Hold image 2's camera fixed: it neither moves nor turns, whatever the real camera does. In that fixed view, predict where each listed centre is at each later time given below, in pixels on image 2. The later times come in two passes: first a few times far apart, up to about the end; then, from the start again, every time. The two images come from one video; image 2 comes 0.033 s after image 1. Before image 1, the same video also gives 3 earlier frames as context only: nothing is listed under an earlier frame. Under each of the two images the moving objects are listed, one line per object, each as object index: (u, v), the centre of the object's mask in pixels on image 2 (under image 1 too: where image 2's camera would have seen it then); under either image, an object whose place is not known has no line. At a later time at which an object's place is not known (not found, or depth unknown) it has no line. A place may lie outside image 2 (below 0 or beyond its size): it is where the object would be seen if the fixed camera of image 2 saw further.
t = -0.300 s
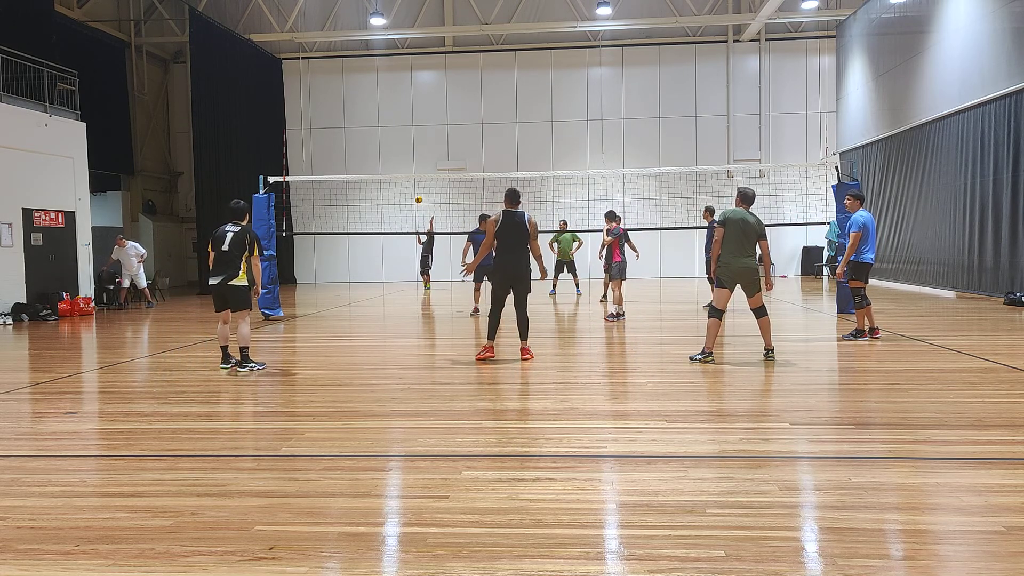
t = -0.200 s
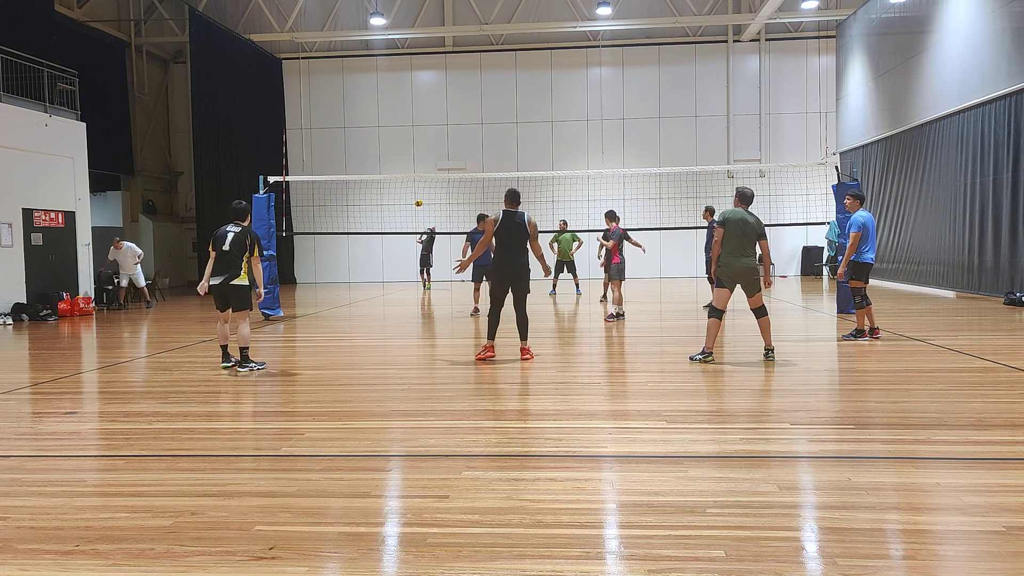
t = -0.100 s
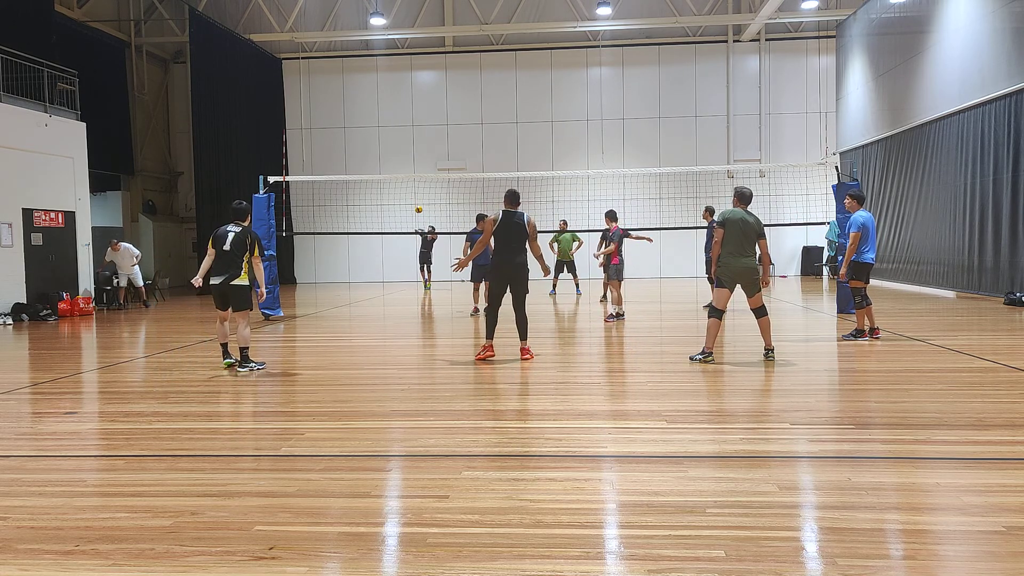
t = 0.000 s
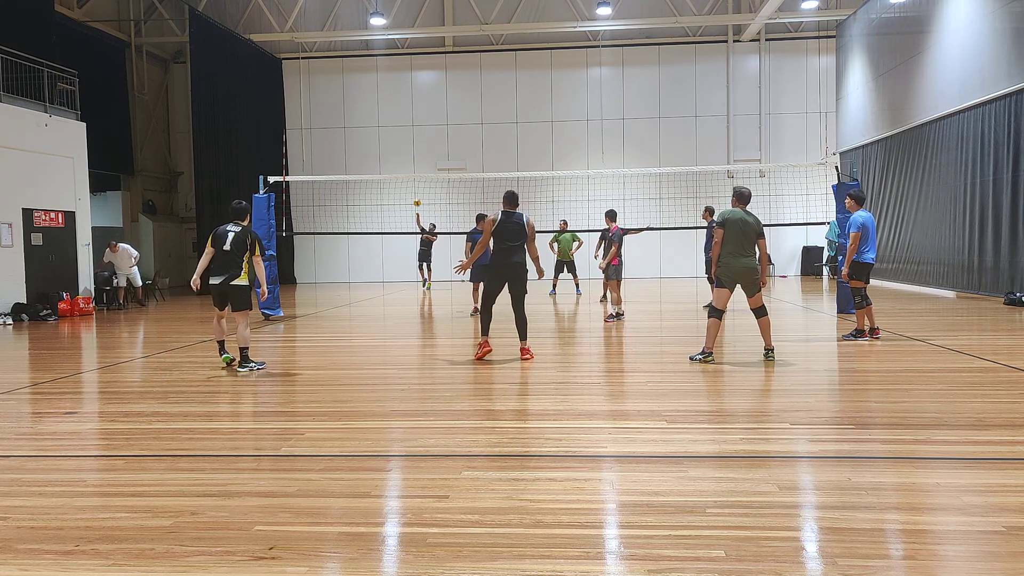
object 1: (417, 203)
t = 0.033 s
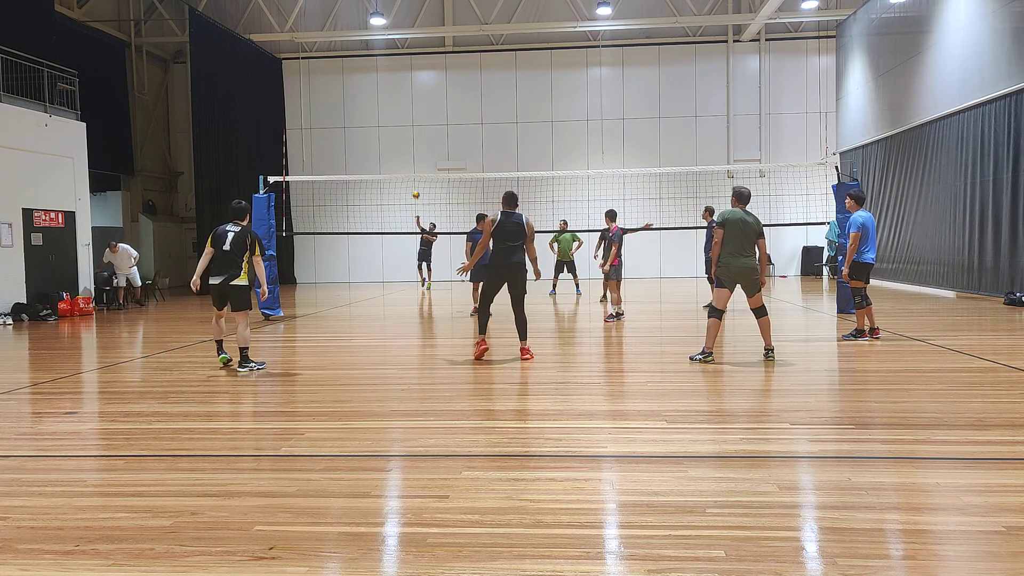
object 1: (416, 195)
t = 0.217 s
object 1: (409, 156)
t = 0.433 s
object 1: (395, 122)
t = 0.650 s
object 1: (377, 106)
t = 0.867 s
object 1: (356, 115)
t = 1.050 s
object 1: (335, 154)
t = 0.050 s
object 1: (415, 191)
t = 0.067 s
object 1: (415, 188)
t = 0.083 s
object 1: (414, 184)
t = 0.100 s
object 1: (414, 181)
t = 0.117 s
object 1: (413, 179)
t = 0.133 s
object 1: (413, 172)
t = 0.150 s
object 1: (412, 170)
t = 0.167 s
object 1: (412, 166)
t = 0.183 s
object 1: (411, 163)
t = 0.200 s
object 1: (410, 159)
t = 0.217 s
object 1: (409, 156)
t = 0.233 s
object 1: (408, 153)
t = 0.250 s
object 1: (407, 150)
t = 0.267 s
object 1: (406, 147)
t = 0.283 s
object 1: (405, 144)
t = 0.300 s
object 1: (404, 141)
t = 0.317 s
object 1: (403, 138)
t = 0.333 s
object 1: (402, 136)
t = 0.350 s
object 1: (401, 133)
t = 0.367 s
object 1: (400, 131)
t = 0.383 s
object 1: (399, 129)
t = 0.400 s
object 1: (398, 127)
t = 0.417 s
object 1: (397, 124)
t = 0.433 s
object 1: (395, 122)
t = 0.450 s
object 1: (394, 121)
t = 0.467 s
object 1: (393, 119)
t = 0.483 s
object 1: (391, 117)
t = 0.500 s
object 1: (390, 115)
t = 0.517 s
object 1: (389, 114)
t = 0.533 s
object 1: (387, 112)
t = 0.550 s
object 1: (386, 111)
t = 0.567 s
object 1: (384, 110)
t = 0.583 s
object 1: (383, 109)
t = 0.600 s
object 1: (382, 108)
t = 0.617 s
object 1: (380, 107)
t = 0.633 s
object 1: (379, 107)
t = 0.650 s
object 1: (377, 106)
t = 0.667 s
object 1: (376, 106)
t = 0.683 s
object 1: (374, 106)
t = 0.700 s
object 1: (373, 105)
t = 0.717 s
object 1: (371, 105)
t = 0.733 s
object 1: (370, 106)
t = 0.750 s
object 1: (368, 106)
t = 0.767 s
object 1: (367, 107)
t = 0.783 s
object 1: (365, 107)
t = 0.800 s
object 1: (363, 108)
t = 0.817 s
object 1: (361, 110)
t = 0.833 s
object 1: (359, 111)
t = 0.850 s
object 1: (357, 113)
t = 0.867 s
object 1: (356, 115)
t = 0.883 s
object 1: (354, 117)
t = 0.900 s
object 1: (352, 119)
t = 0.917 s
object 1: (350, 122)
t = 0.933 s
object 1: (348, 125)
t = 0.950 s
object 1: (346, 128)
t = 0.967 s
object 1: (345, 132)
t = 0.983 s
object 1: (343, 136)
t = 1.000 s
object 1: (341, 139)
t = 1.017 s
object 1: (339, 144)
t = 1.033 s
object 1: (337, 148)
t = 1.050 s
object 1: (335, 154)
